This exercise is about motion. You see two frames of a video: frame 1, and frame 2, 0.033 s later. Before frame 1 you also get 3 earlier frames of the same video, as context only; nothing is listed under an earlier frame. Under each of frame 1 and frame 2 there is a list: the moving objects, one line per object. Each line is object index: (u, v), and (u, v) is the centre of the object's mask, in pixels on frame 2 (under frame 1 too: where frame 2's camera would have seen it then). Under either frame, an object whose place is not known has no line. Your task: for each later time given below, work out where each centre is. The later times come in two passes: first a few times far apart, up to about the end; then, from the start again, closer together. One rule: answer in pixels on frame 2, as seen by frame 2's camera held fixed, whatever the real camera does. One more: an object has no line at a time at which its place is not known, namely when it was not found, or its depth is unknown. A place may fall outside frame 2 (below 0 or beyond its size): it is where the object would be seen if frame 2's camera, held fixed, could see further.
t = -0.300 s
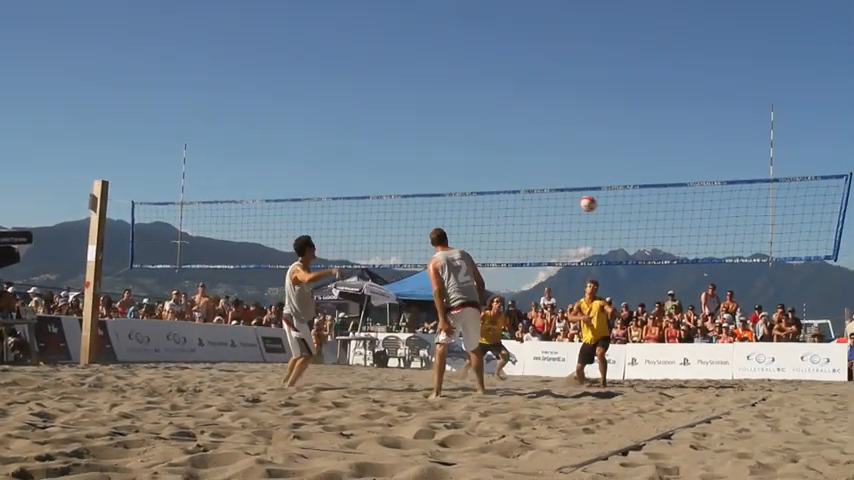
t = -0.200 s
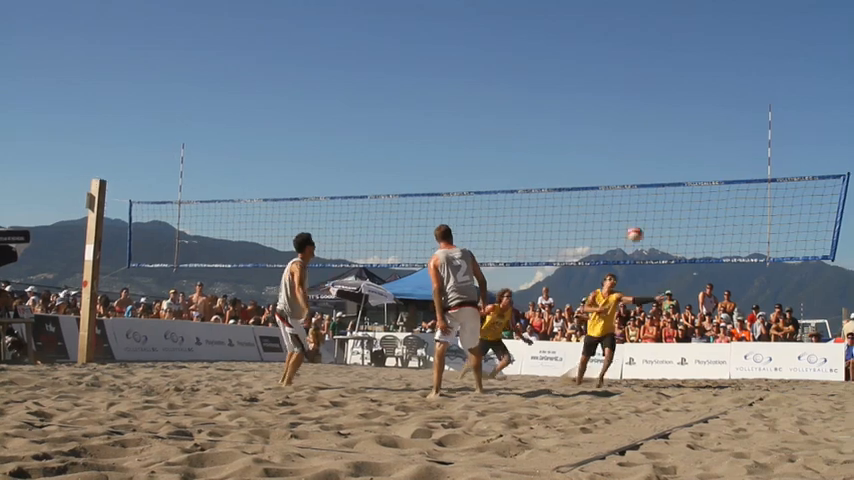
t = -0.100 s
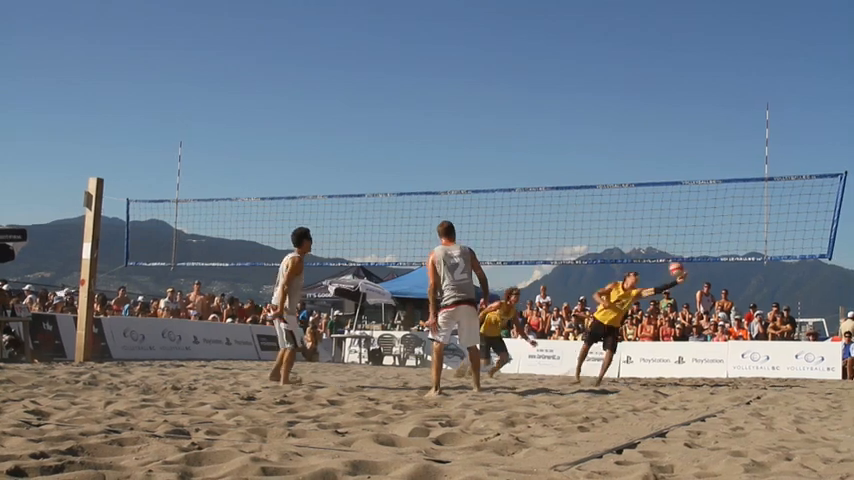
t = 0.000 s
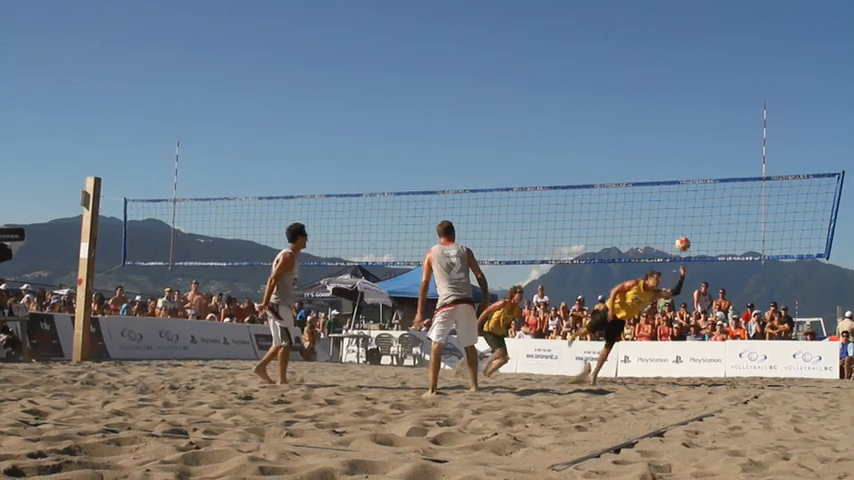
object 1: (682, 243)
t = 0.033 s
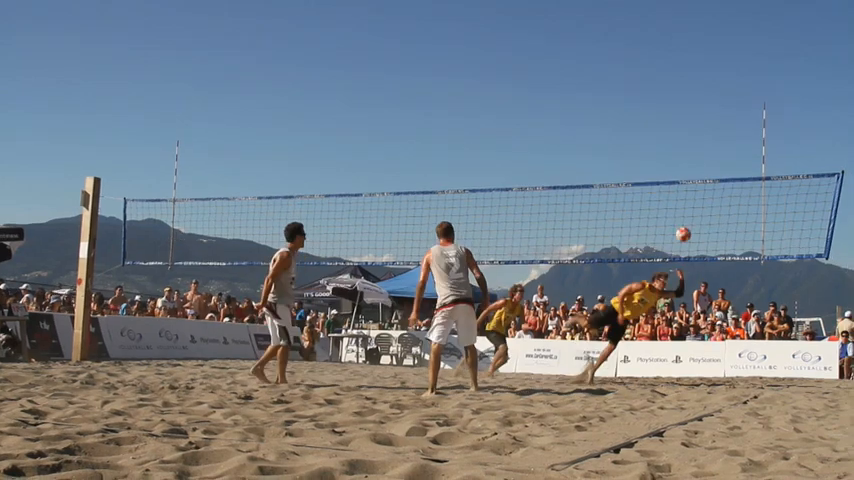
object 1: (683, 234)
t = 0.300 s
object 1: (692, 183)
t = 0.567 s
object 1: (700, 177)
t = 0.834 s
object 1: (707, 224)
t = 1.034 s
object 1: (710, 293)
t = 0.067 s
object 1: (684, 225)
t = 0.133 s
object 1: (687, 210)
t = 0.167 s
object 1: (687, 203)
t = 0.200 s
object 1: (689, 197)
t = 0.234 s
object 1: (690, 191)
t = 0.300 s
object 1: (692, 183)
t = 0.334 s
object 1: (694, 179)
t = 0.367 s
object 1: (695, 175)
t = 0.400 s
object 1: (695, 174)
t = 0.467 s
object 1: (697, 173)
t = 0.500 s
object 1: (698, 173)
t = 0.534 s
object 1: (699, 174)
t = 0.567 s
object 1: (700, 177)
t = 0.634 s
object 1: (703, 184)
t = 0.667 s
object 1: (703, 189)
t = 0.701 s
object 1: (704, 194)
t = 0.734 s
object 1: (705, 200)
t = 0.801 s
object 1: (706, 215)
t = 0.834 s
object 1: (707, 224)
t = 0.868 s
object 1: (707, 233)
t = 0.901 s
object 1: (708, 243)
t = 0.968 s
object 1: (709, 267)
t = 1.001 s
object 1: (710, 279)
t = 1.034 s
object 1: (710, 293)
